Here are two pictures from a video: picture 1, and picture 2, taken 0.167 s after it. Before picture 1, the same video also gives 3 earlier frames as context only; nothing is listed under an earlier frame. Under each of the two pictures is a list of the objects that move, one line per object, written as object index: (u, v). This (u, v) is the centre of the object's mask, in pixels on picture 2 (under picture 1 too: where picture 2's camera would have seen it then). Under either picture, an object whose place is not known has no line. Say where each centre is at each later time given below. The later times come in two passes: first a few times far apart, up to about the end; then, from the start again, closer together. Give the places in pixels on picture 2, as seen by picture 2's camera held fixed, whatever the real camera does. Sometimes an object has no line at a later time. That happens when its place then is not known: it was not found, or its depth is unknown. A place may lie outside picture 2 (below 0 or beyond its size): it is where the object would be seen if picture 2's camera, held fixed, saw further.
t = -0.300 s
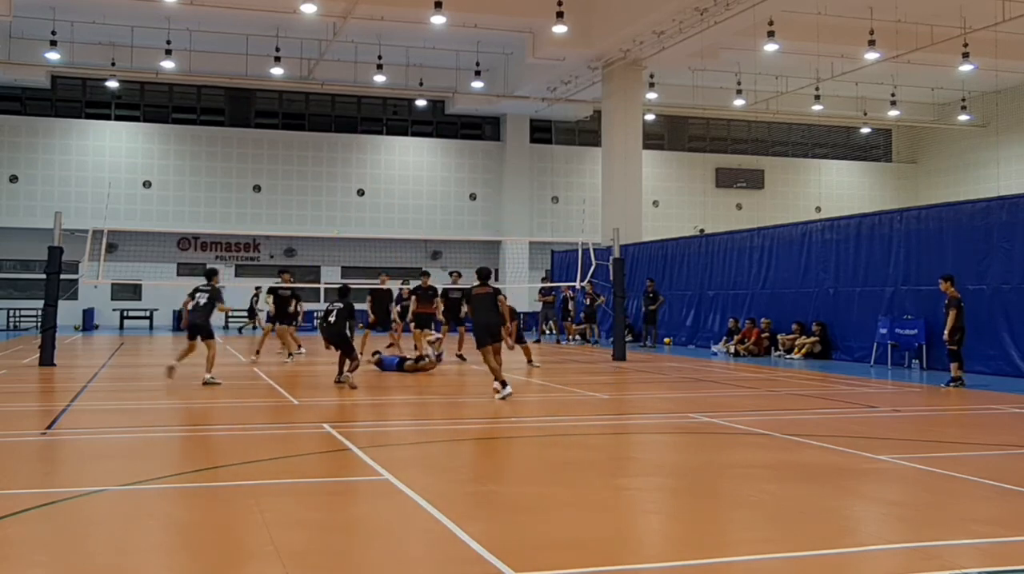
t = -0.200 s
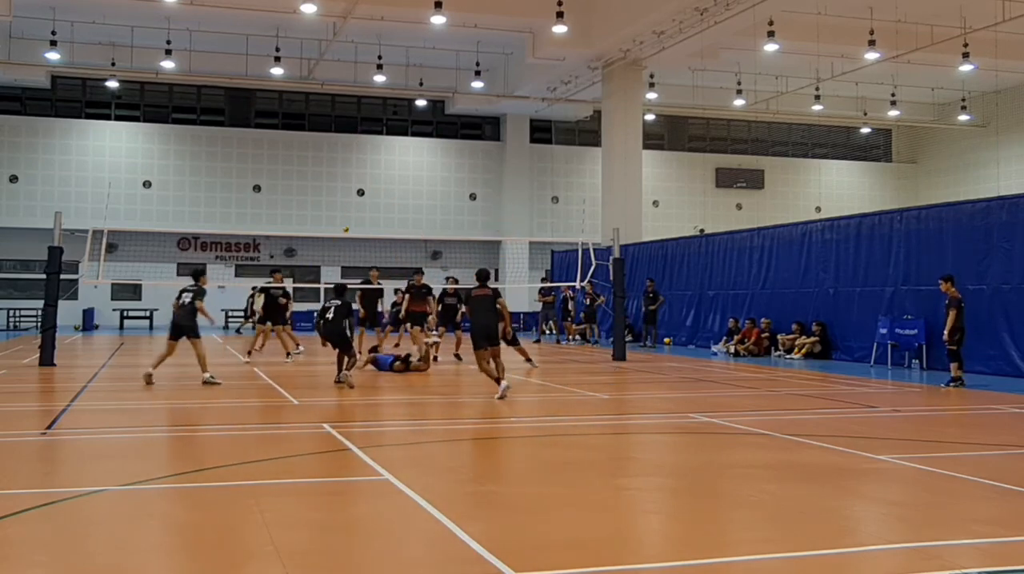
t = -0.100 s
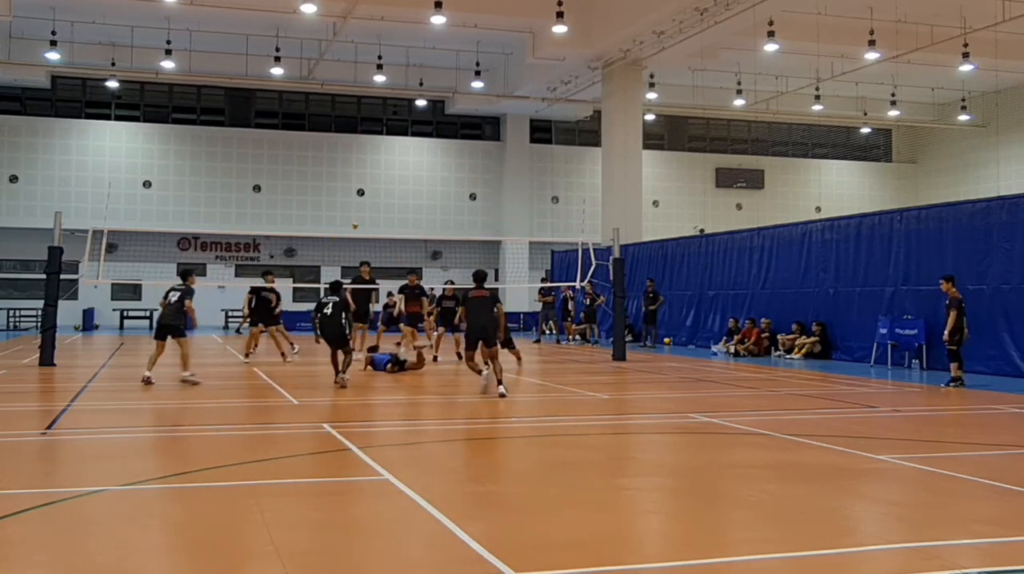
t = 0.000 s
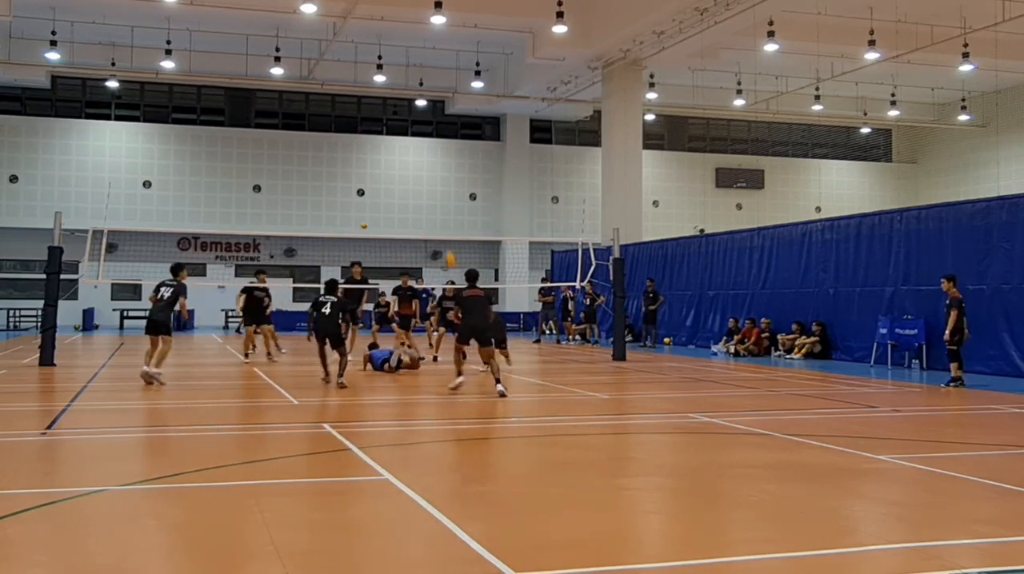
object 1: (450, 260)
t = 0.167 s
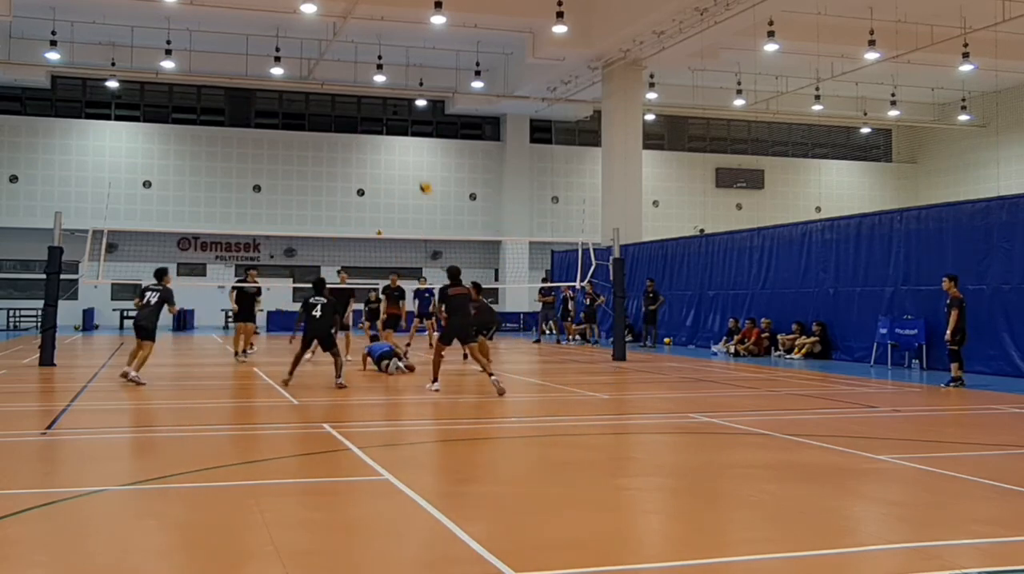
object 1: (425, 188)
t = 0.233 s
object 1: (414, 163)
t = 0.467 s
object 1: (382, 98)
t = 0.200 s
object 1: (420, 175)
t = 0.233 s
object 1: (414, 163)
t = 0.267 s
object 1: (409, 152)
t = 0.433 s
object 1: (386, 105)
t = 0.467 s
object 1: (382, 98)
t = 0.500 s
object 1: (377, 92)
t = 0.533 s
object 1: (371, 84)
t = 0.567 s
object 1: (367, 79)
